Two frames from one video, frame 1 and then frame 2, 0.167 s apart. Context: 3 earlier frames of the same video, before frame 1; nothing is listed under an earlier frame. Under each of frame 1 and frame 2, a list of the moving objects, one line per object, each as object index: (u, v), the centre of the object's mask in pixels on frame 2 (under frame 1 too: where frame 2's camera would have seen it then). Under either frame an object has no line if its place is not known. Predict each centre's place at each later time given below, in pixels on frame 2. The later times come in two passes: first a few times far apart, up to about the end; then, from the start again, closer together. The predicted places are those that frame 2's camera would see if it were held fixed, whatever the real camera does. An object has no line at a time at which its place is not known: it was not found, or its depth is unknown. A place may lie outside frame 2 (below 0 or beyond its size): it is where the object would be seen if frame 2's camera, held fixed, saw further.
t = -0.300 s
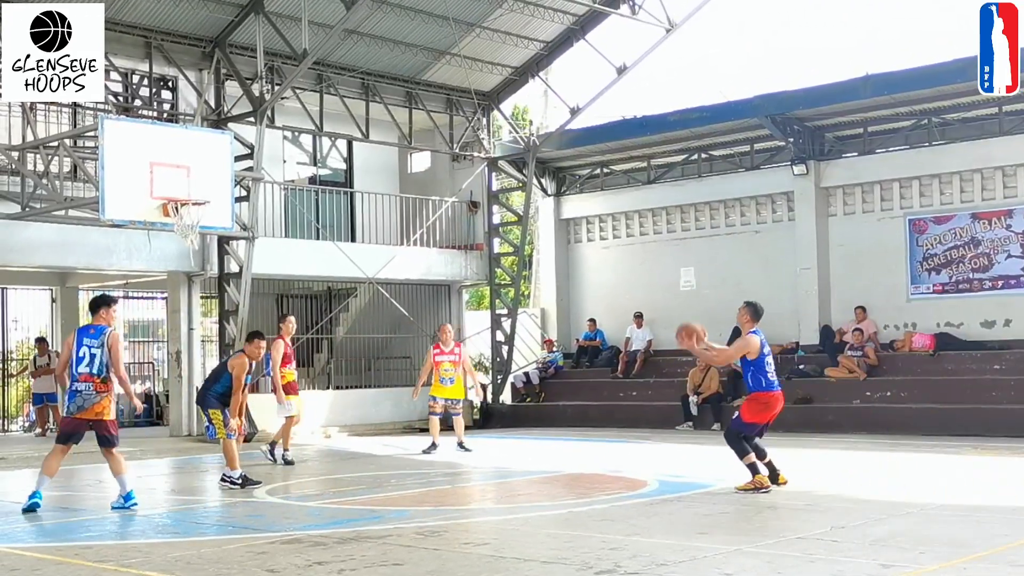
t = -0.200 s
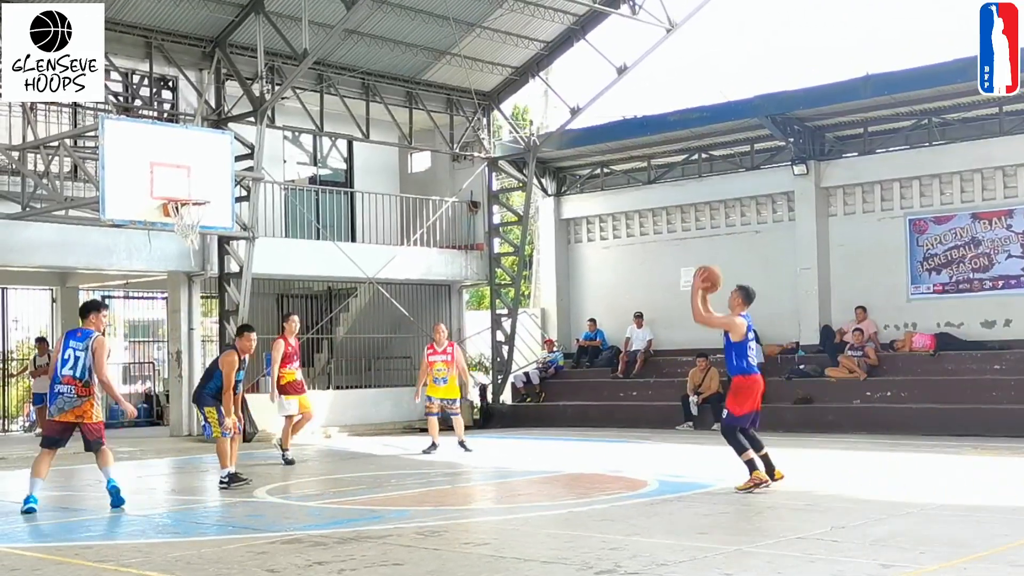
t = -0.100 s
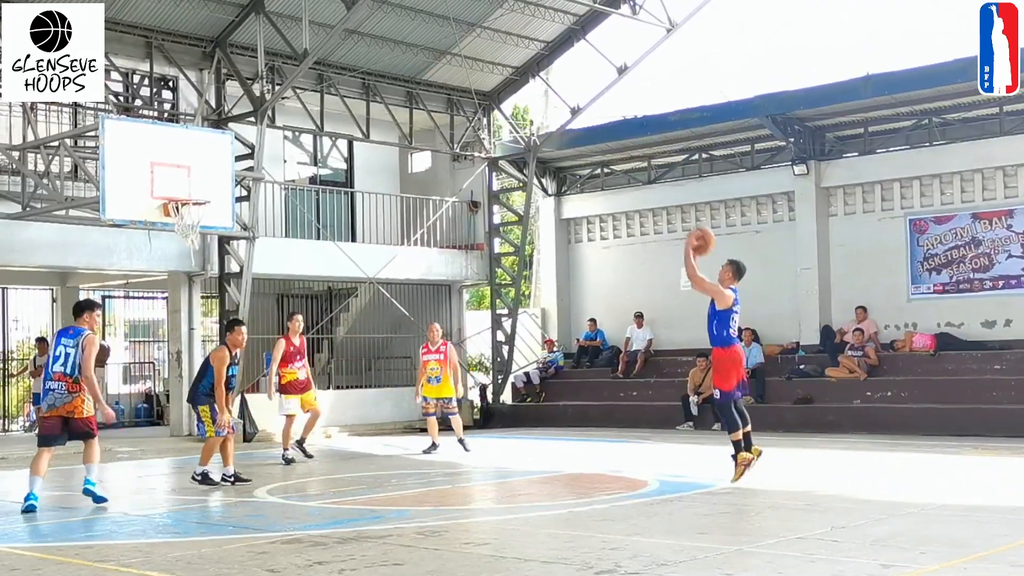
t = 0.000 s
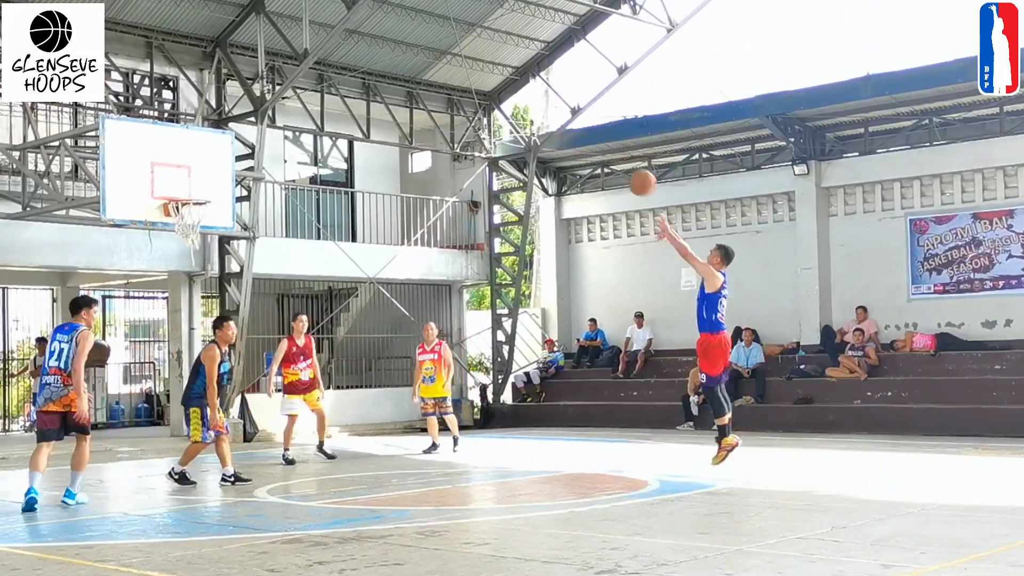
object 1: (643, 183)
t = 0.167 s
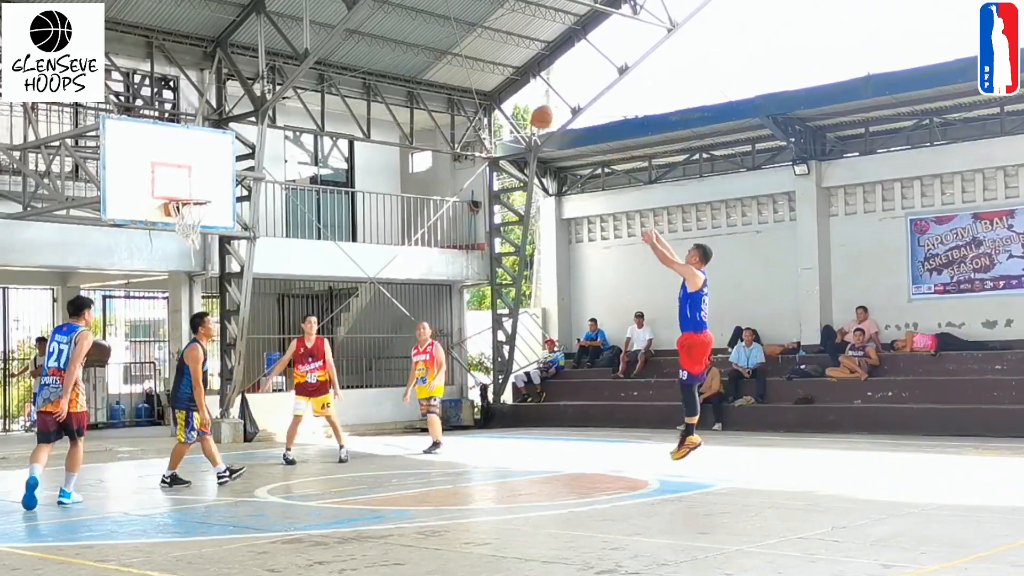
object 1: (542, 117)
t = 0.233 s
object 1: (505, 99)
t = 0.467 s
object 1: (388, 81)
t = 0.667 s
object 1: (299, 105)
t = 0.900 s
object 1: (208, 174)
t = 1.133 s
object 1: (222, 255)
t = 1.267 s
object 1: (258, 319)
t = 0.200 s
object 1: (523, 109)
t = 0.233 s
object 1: (505, 99)
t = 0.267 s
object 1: (488, 94)
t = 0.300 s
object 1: (471, 89)
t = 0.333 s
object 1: (454, 85)
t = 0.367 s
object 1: (437, 82)
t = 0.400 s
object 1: (420, 81)
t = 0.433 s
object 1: (404, 80)
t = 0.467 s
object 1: (388, 81)
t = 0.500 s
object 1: (372, 82)
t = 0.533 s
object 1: (358, 84)
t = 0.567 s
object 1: (343, 88)
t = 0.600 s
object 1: (328, 93)
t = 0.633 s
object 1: (313, 98)
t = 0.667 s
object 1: (299, 105)
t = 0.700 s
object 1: (285, 112)
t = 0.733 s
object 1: (272, 120)
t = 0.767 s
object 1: (258, 129)
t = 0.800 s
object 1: (245, 139)
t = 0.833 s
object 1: (233, 150)
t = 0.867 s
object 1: (220, 161)
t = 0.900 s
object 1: (208, 174)
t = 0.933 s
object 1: (195, 187)
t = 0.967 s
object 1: (183, 200)
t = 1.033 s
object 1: (197, 220)
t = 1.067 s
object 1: (204, 230)
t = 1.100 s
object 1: (214, 242)
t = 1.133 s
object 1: (222, 255)
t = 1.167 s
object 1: (230, 270)
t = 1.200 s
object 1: (239, 284)
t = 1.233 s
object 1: (249, 302)
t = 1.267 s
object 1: (258, 319)
